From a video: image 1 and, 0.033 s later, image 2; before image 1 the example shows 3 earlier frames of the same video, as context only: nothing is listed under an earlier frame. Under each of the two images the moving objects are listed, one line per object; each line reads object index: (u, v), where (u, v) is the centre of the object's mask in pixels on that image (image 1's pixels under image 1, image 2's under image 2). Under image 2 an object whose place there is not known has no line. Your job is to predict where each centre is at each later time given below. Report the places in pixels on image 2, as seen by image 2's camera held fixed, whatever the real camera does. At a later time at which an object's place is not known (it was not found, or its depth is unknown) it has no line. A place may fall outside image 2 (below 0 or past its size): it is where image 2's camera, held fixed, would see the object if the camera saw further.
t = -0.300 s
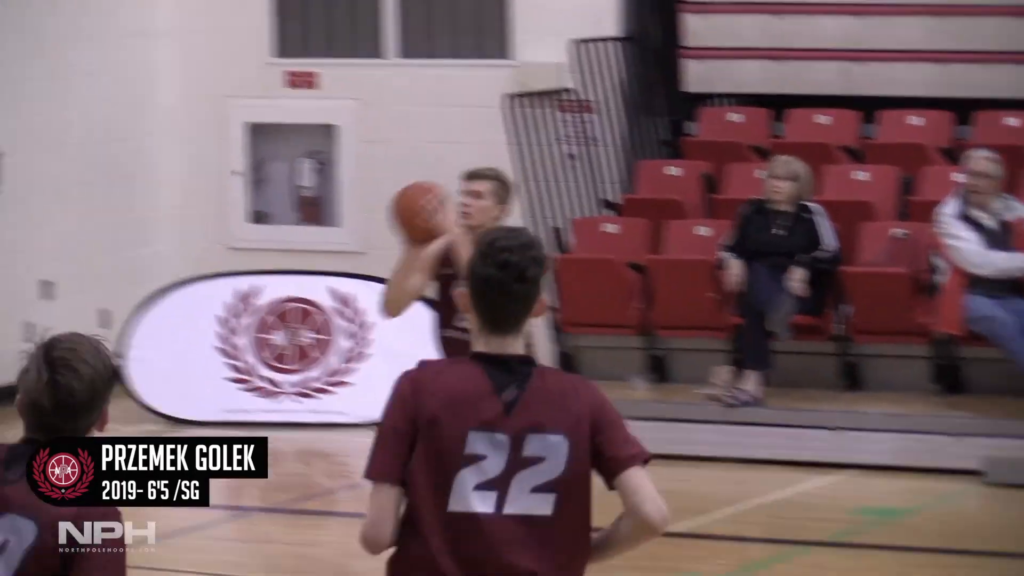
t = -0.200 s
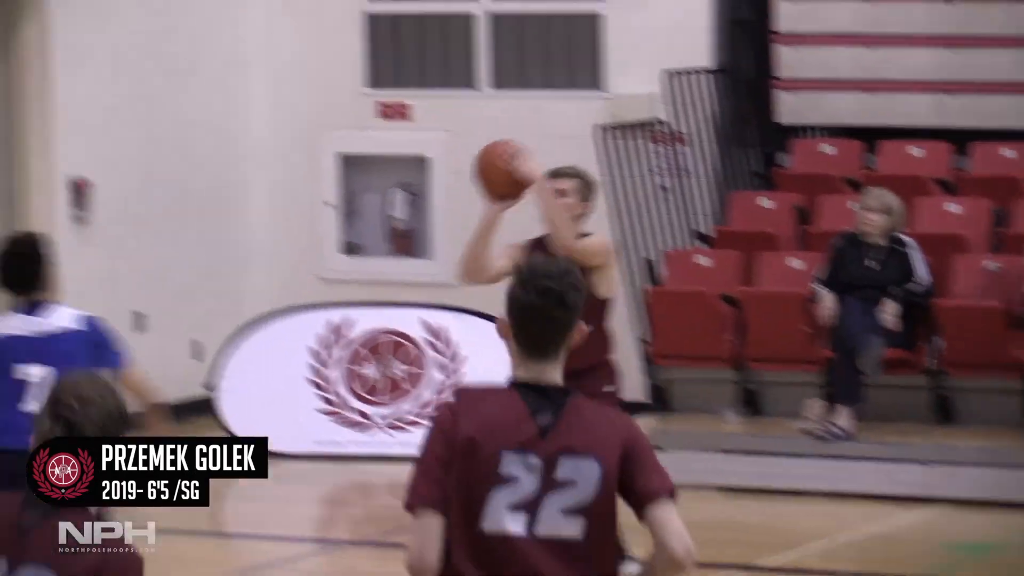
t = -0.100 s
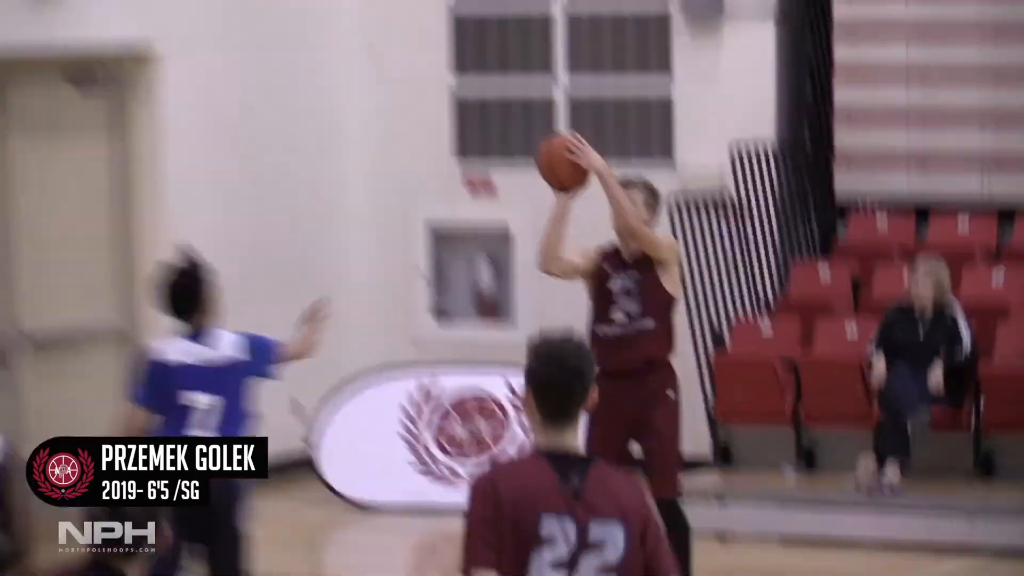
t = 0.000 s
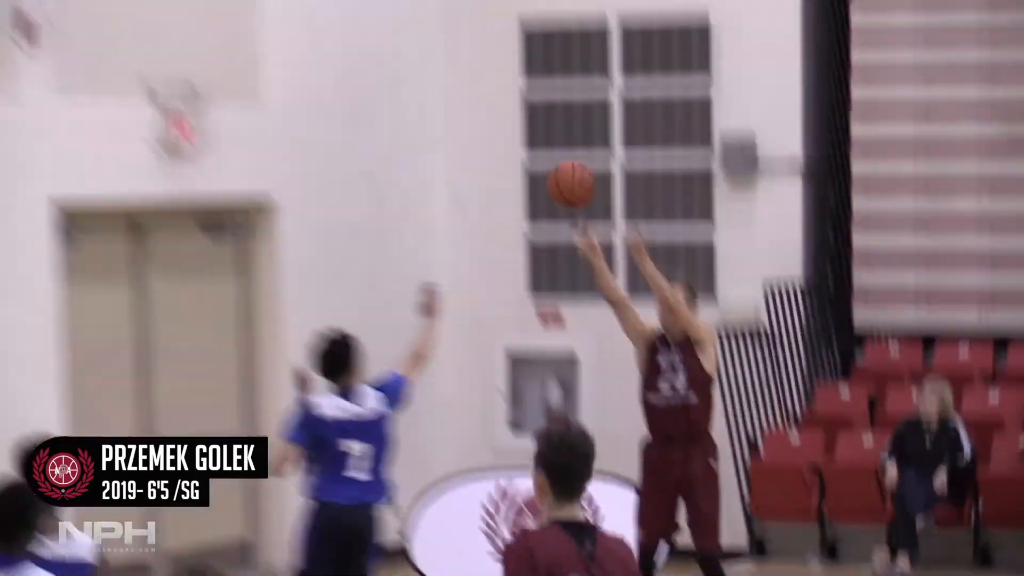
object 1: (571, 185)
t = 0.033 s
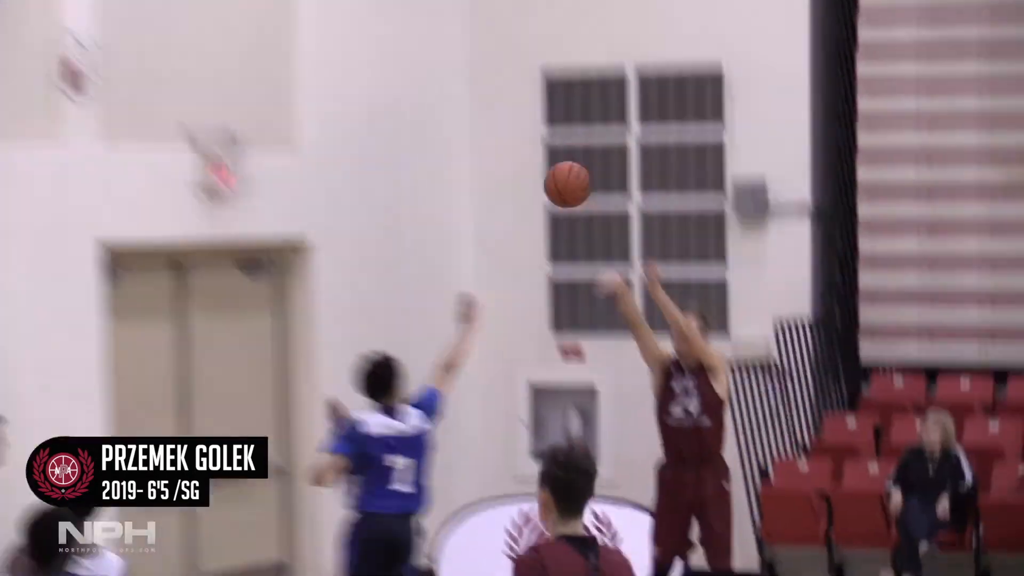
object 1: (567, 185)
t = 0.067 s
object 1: (543, 145)
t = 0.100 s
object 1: (519, 107)
